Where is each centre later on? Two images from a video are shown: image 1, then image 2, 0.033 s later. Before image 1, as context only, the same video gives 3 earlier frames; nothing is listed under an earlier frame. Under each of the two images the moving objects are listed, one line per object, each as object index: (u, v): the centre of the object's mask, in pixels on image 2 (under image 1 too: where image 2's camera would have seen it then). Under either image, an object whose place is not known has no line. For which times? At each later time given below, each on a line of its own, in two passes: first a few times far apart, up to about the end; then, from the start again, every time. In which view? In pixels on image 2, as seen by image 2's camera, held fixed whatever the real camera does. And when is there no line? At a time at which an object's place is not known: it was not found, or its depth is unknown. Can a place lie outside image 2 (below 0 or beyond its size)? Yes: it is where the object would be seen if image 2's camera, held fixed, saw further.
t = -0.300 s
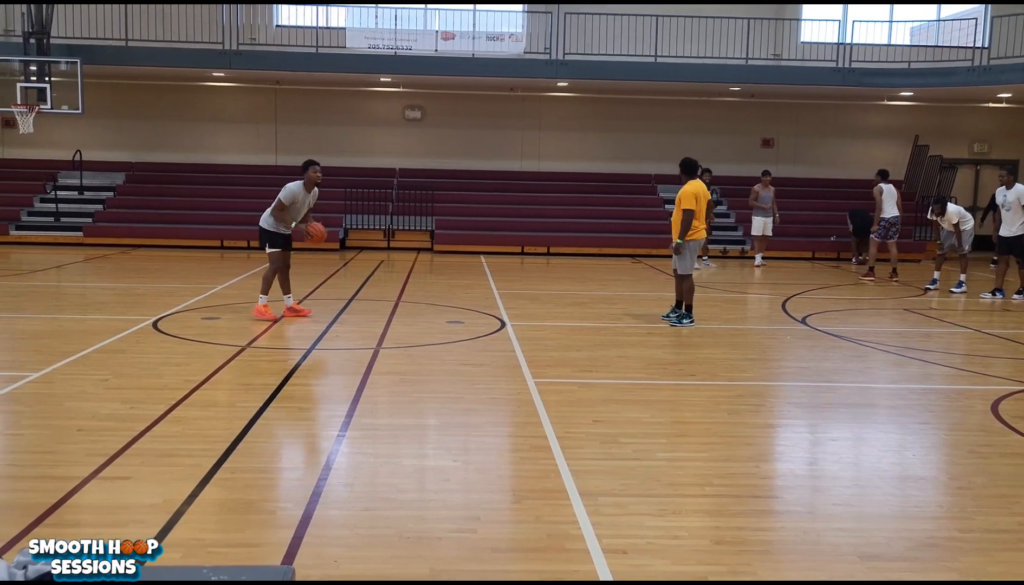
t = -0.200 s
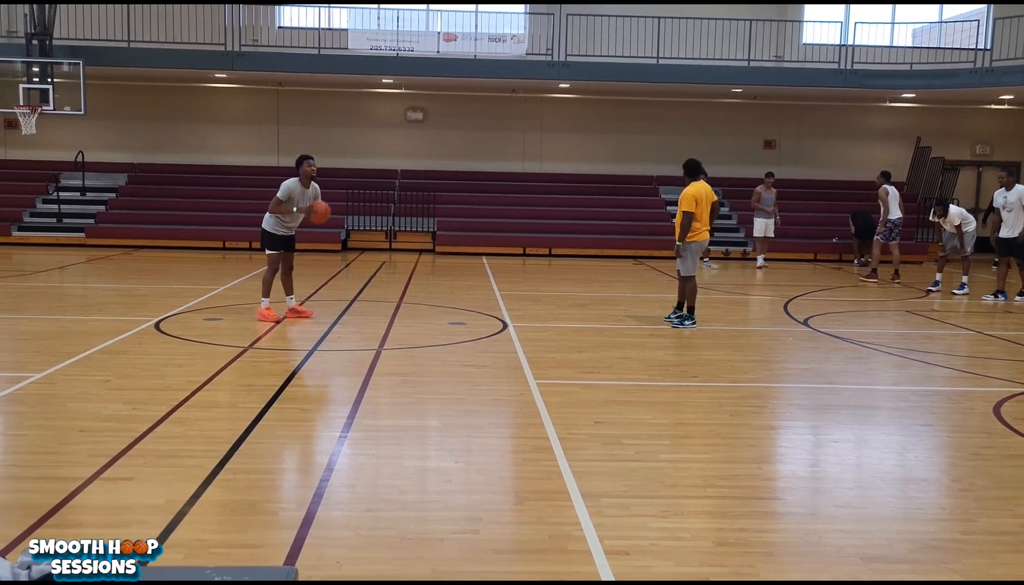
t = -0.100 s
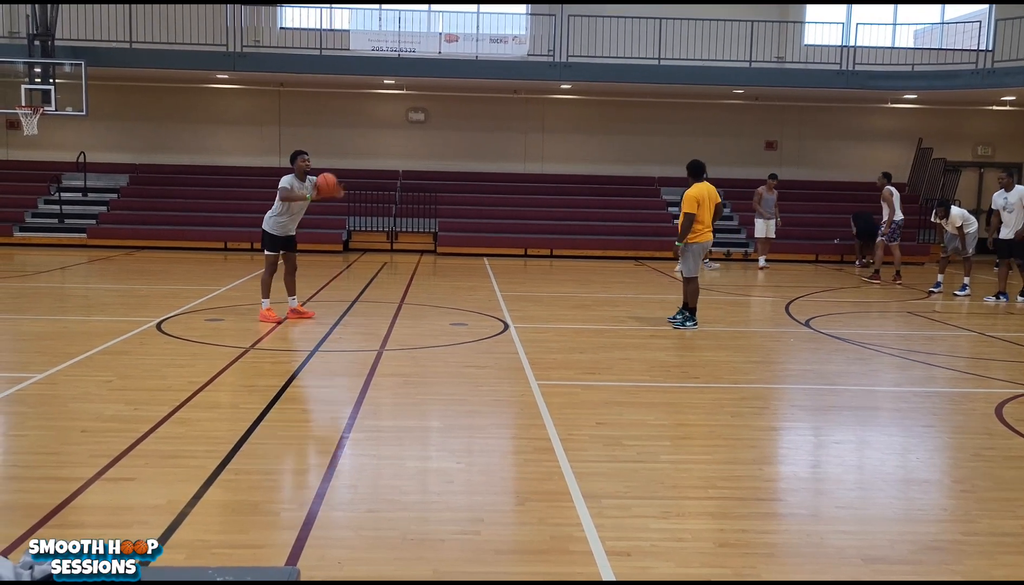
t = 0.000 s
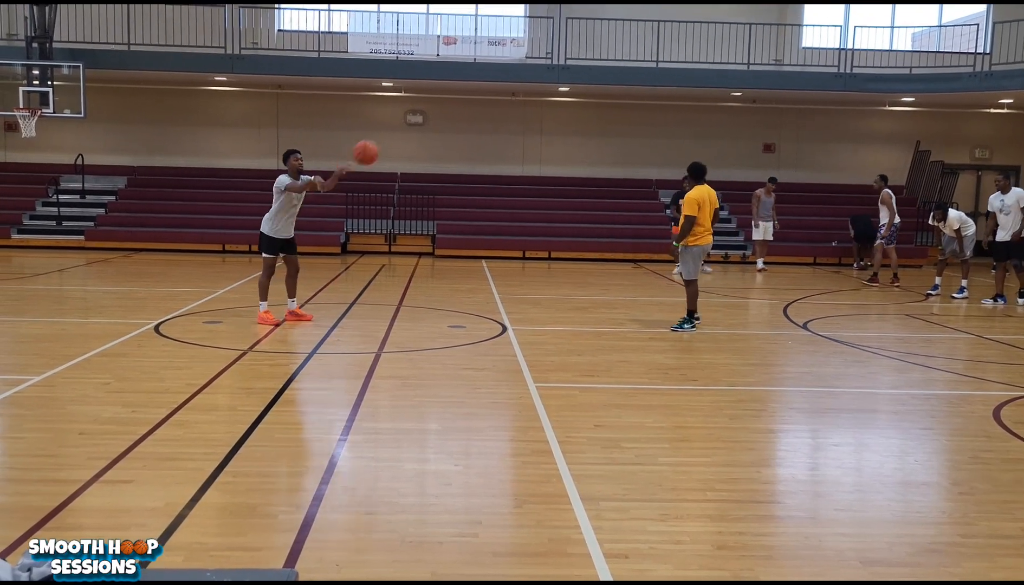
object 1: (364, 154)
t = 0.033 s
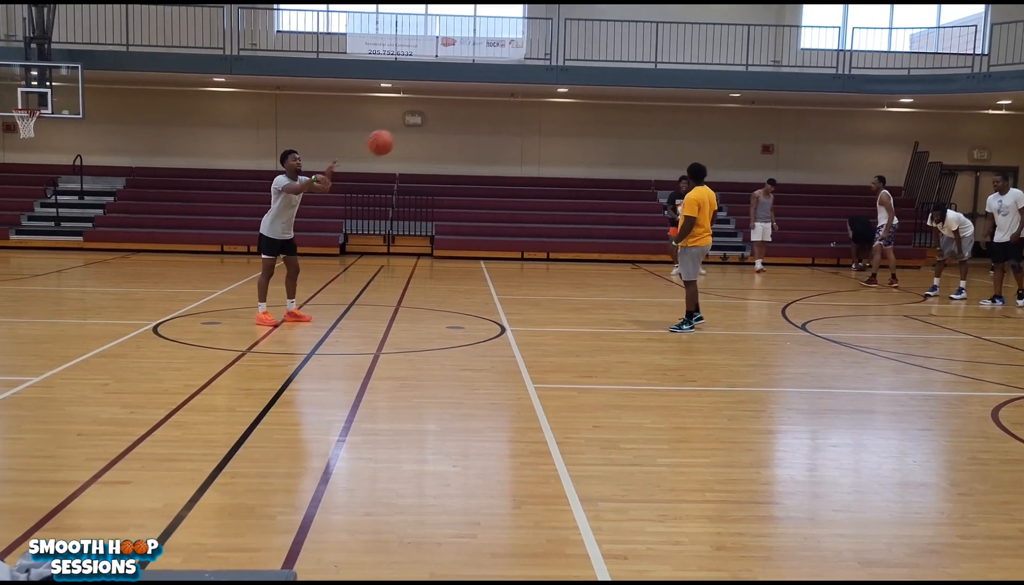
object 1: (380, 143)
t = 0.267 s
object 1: (515, 89)
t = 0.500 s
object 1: (702, 90)
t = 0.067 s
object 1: (397, 133)
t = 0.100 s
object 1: (415, 123)
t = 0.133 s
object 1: (433, 114)
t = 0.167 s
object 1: (452, 106)
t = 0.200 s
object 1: (472, 99)
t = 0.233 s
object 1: (493, 93)
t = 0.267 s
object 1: (515, 89)
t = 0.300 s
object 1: (537, 84)
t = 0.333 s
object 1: (561, 81)
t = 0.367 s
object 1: (586, 81)
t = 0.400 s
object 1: (613, 80)
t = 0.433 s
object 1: (641, 82)
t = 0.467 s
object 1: (671, 85)
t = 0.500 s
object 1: (702, 90)
